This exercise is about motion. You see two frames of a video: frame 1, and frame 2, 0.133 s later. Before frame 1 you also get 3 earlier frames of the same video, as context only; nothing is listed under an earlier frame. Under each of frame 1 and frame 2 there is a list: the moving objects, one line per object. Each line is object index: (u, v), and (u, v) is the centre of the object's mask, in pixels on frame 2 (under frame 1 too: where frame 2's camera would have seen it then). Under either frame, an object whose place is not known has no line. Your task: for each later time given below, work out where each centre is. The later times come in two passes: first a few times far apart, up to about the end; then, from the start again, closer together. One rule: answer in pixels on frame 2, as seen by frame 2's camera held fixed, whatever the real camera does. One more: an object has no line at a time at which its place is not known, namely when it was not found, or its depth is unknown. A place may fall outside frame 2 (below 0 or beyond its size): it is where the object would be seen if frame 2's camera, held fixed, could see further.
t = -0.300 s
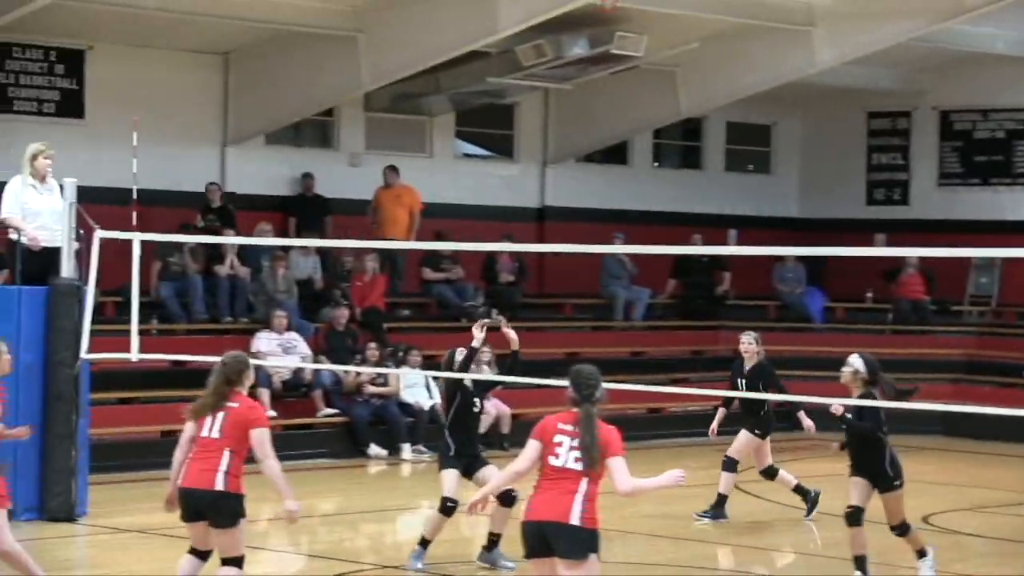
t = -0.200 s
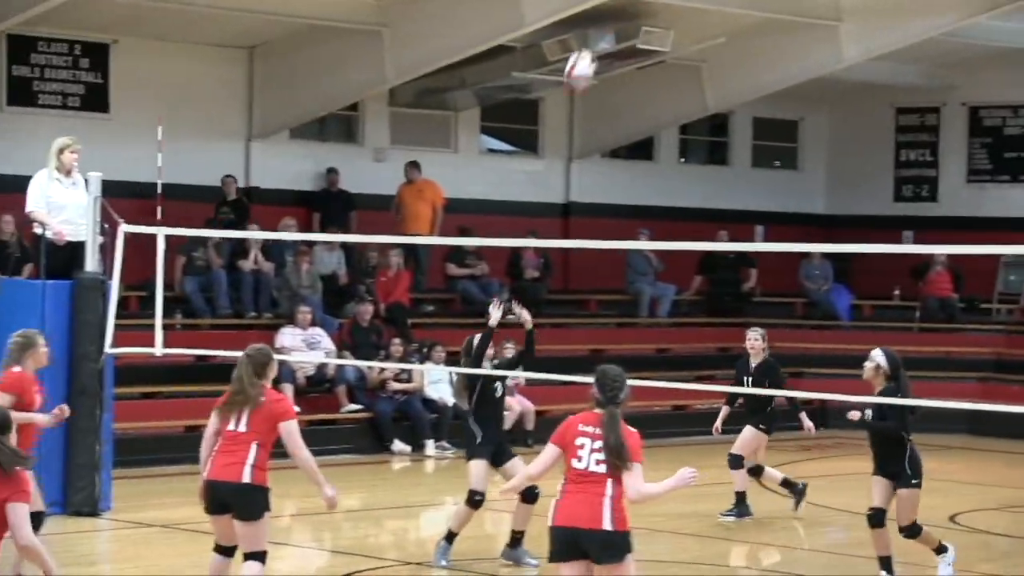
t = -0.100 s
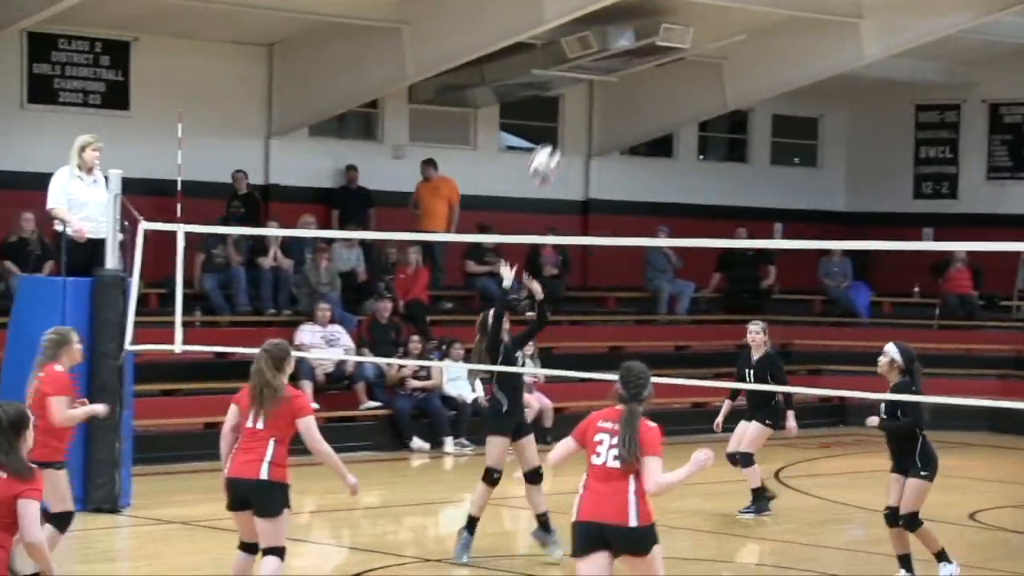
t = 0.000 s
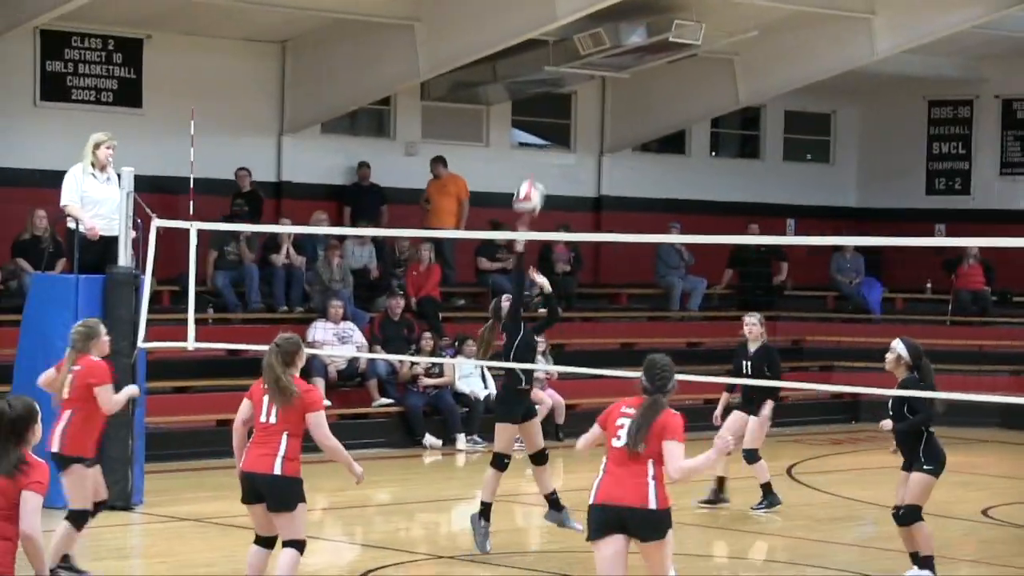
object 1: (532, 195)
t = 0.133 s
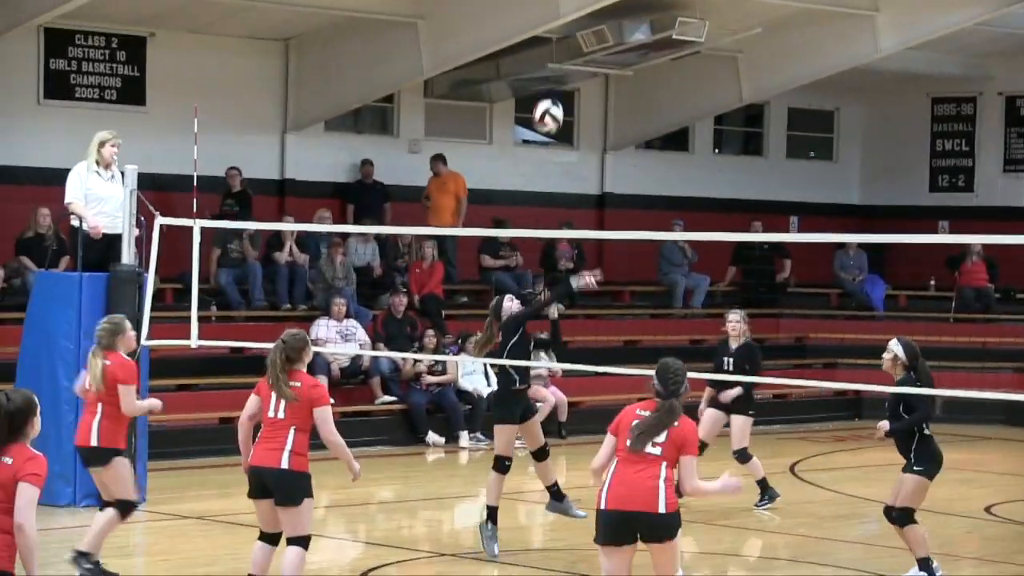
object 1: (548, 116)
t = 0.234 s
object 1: (559, 72)
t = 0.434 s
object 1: (580, 27)
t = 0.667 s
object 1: (601, 46)
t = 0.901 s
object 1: (621, 142)
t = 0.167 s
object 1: (551, 100)
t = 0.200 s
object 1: (555, 86)
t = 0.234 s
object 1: (559, 72)
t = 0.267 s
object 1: (563, 60)
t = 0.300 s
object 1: (567, 51)
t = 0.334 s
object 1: (570, 42)
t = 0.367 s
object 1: (574, 36)
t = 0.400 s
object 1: (576, 31)
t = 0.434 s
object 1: (580, 27)
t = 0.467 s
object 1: (583, 24)
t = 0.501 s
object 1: (587, 25)
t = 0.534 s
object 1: (590, 26)
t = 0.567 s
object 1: (592, 28)
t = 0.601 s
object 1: (596, 33)
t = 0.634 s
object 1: (598, 39)
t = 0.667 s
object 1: (601, 46)
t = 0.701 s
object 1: (605, 54)
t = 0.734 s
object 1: (609, 65)
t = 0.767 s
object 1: (611, 78)
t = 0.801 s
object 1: (613, 91)
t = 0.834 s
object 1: (616, 107)
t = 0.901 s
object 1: (621, 142)
